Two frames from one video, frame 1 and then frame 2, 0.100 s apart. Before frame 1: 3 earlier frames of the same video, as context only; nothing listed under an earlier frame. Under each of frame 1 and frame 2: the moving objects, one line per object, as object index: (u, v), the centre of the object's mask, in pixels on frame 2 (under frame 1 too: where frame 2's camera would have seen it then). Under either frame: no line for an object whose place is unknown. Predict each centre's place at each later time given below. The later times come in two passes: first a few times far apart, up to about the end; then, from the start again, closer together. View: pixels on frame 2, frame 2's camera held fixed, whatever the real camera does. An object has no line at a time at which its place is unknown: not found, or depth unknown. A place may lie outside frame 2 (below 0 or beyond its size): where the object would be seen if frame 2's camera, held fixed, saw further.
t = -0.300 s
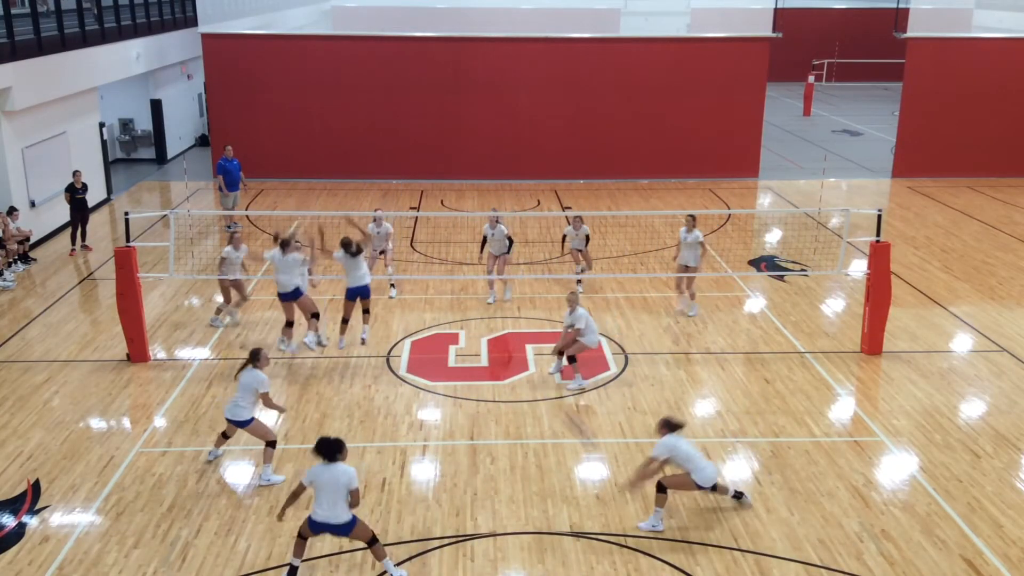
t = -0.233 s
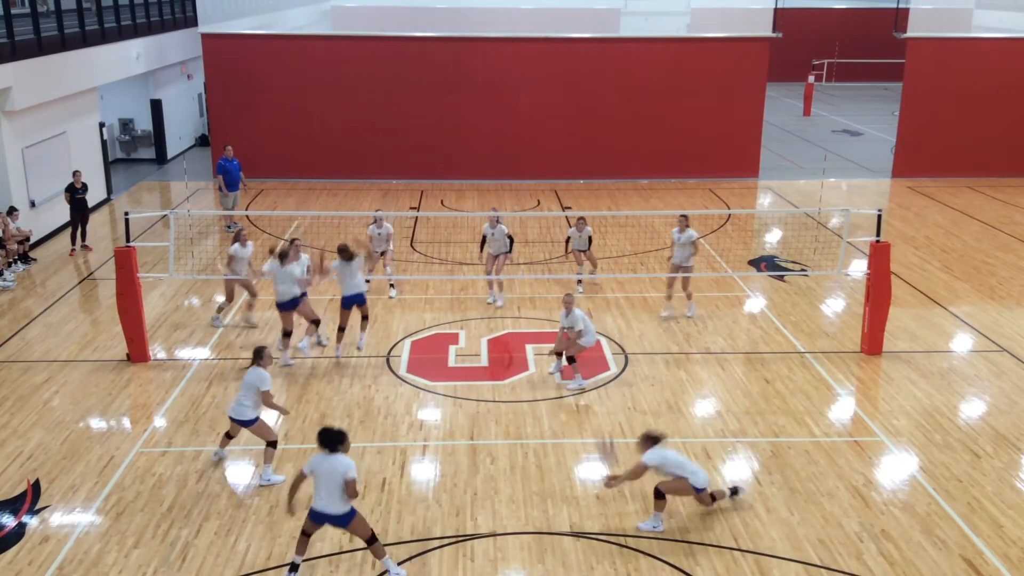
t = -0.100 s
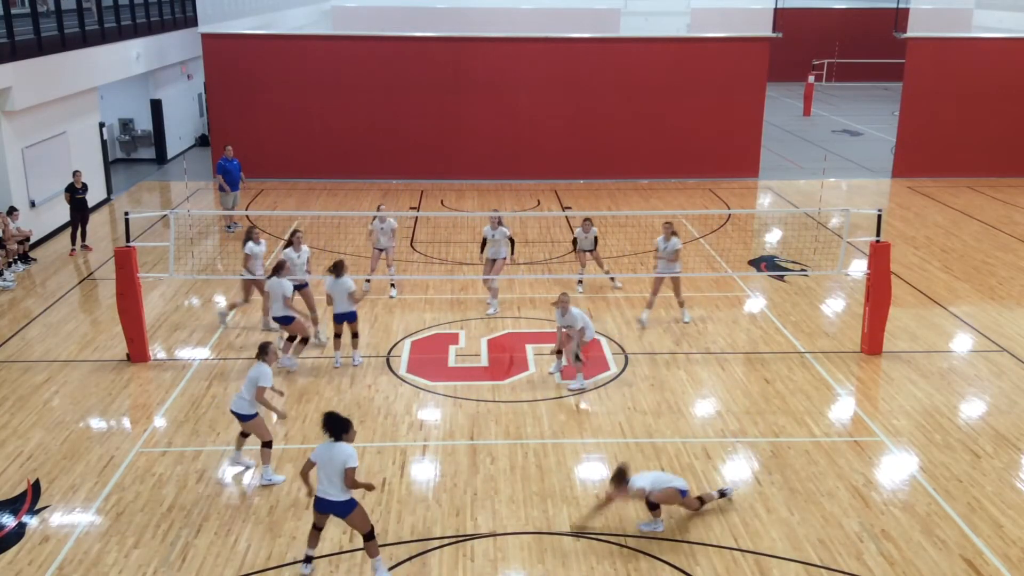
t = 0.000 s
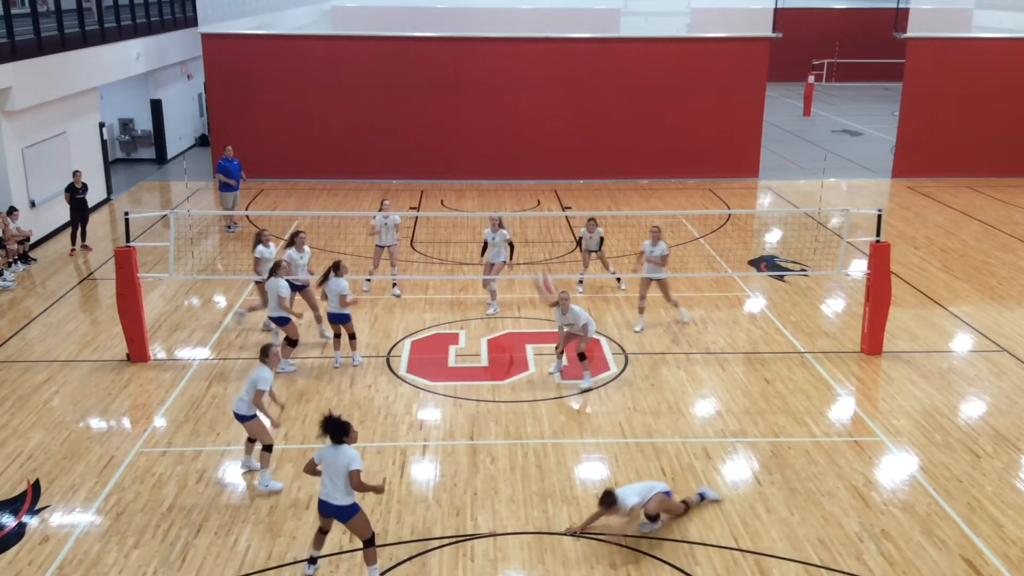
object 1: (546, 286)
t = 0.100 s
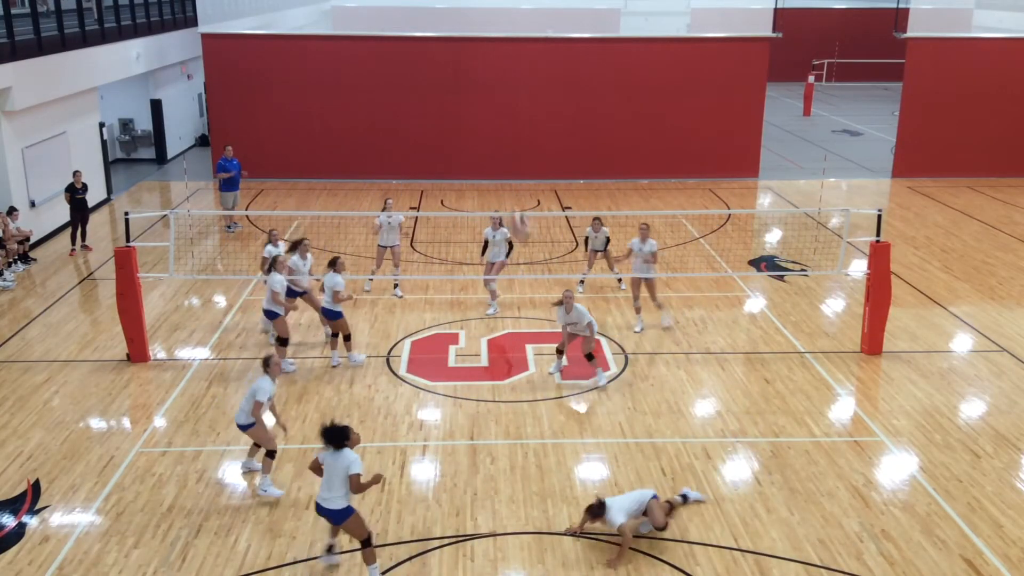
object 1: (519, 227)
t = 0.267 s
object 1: (470, 138)
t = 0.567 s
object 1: (386, 48)
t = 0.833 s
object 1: (293, 40)
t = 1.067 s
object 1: (214, 111)
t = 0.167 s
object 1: (500, 188)
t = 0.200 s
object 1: (490, 169)
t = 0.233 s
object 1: (480, 153)
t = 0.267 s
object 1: (470, 138)
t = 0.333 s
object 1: (460, 123)
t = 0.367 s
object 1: (450, 108)
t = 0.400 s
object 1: (440, 96)
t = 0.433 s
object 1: (428, 83)
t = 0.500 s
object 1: (407, 63)
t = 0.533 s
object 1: (396, 55)
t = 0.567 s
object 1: (386, 48)
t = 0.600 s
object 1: (375, 41)
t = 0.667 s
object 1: (352, 34)
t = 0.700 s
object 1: (340, 32)
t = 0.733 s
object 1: (328, 31)
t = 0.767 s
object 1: (316, 32)
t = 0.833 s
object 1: (293, 40)
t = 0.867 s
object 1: (281, 45)
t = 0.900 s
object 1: (270, 51)
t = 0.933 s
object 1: (258, 60)
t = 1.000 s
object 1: (235, 83)
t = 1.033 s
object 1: (223, 96)
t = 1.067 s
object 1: (214, 111)
